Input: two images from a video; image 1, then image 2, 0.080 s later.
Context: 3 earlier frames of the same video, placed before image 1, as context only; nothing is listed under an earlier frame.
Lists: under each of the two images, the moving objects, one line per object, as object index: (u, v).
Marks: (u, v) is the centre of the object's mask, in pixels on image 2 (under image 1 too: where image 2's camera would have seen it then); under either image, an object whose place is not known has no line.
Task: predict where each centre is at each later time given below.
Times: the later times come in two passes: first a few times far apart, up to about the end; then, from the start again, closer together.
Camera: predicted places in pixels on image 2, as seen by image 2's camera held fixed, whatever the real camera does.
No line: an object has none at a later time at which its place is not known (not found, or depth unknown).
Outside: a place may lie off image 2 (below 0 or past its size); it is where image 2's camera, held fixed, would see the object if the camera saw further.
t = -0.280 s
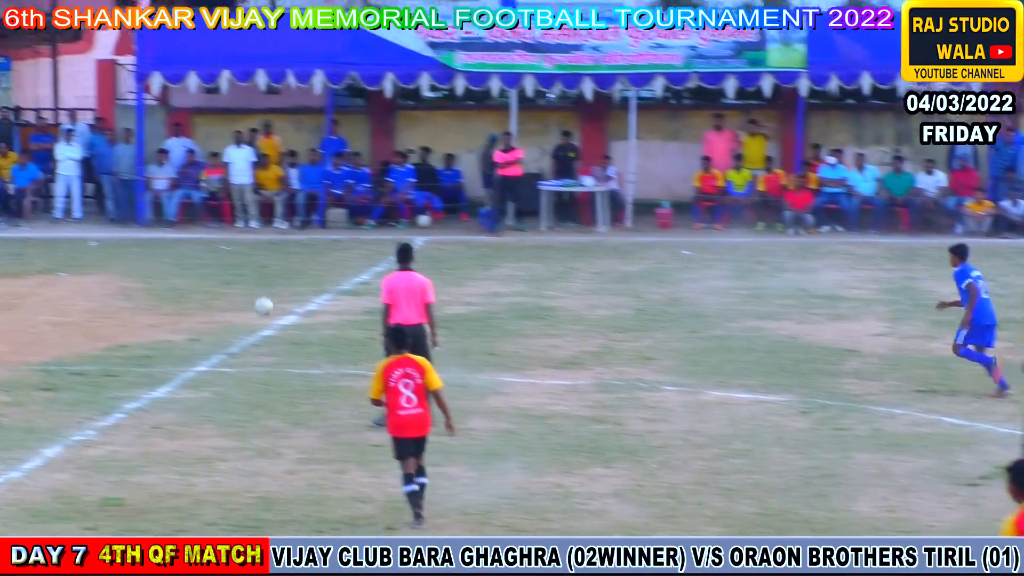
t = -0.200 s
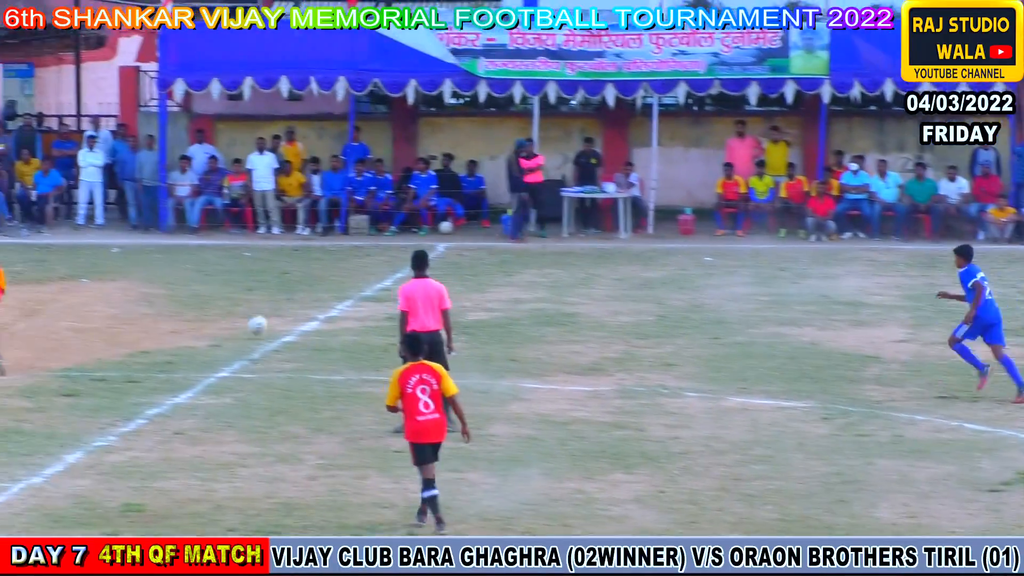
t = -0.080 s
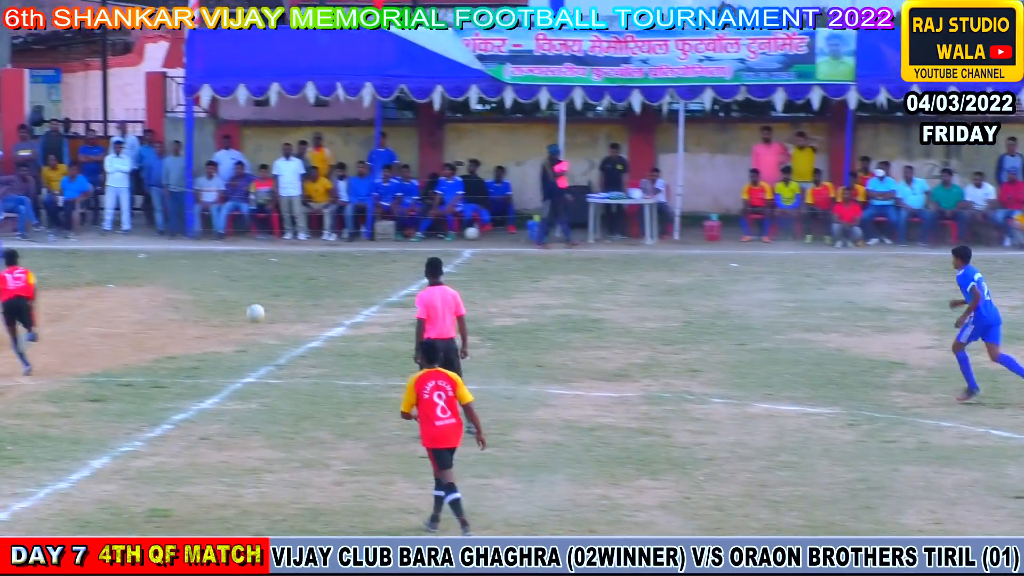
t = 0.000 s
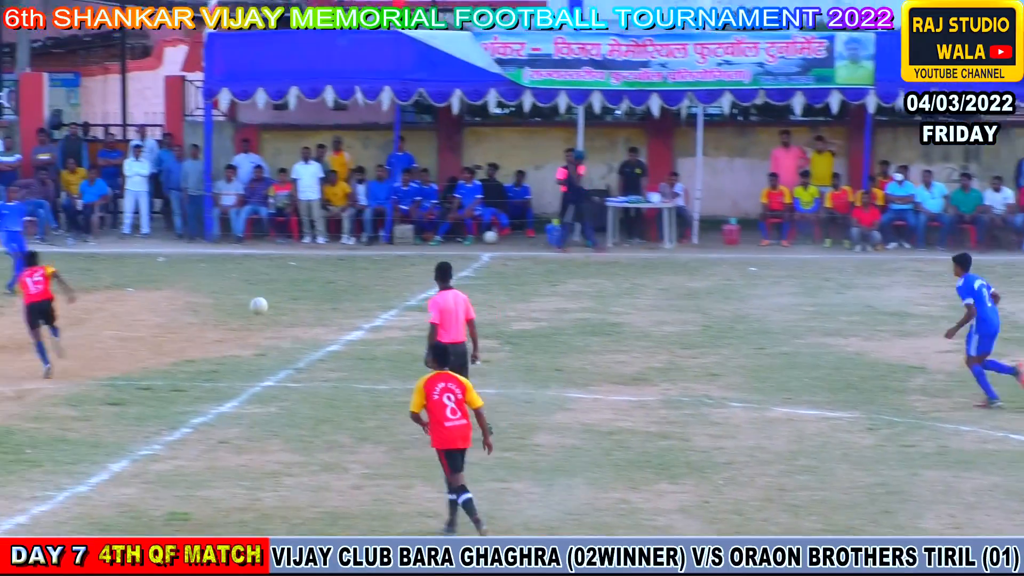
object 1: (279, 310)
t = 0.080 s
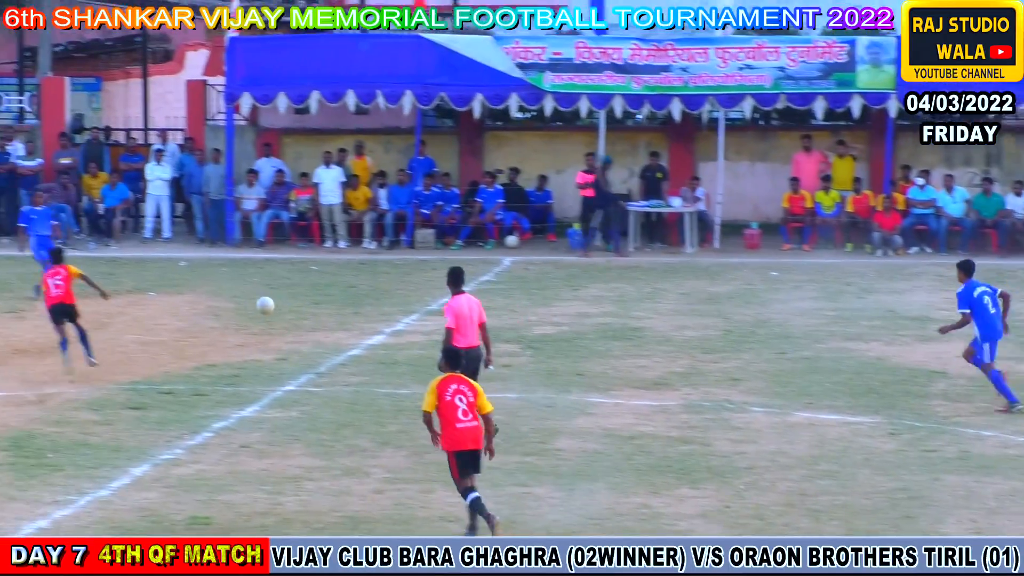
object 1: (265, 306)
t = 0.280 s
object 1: (231, 316)
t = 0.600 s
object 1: (178, 303)
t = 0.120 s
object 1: (258, 306)
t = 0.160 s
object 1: (252, 306)
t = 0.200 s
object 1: (245, 308)
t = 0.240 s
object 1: (238, 312)
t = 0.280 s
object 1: (231, 316)
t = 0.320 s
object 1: (225, 323)
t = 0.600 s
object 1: (178, 303)
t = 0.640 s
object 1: (171, 304)
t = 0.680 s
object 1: (165, 307)
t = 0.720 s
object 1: (159, 309)
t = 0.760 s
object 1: (152, 306)
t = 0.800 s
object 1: (146, 304)
